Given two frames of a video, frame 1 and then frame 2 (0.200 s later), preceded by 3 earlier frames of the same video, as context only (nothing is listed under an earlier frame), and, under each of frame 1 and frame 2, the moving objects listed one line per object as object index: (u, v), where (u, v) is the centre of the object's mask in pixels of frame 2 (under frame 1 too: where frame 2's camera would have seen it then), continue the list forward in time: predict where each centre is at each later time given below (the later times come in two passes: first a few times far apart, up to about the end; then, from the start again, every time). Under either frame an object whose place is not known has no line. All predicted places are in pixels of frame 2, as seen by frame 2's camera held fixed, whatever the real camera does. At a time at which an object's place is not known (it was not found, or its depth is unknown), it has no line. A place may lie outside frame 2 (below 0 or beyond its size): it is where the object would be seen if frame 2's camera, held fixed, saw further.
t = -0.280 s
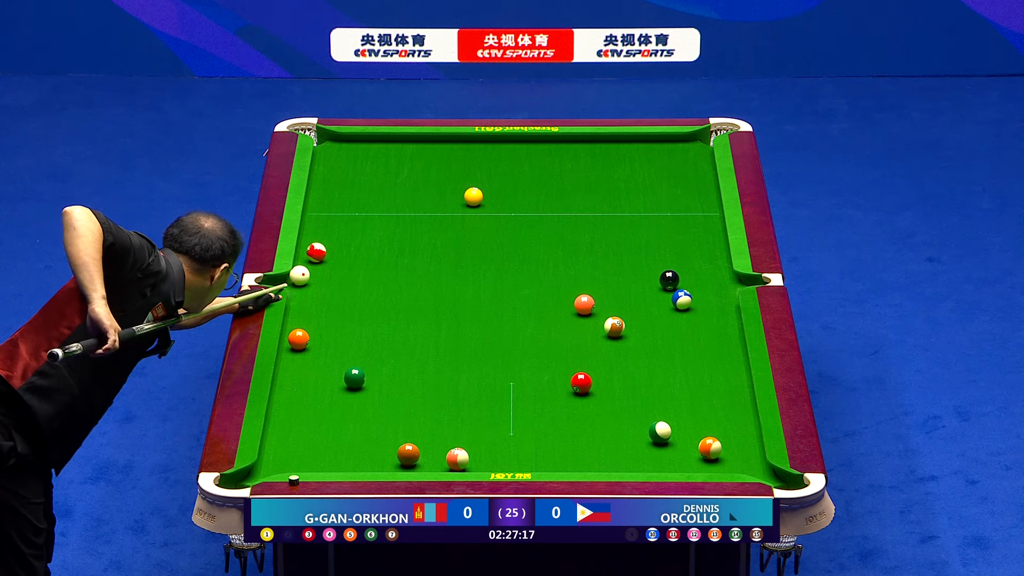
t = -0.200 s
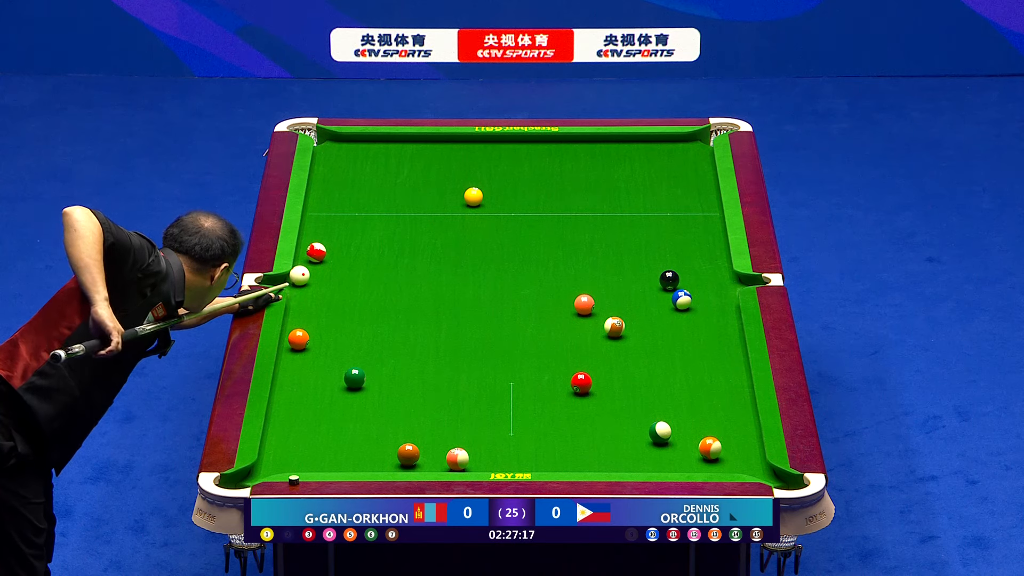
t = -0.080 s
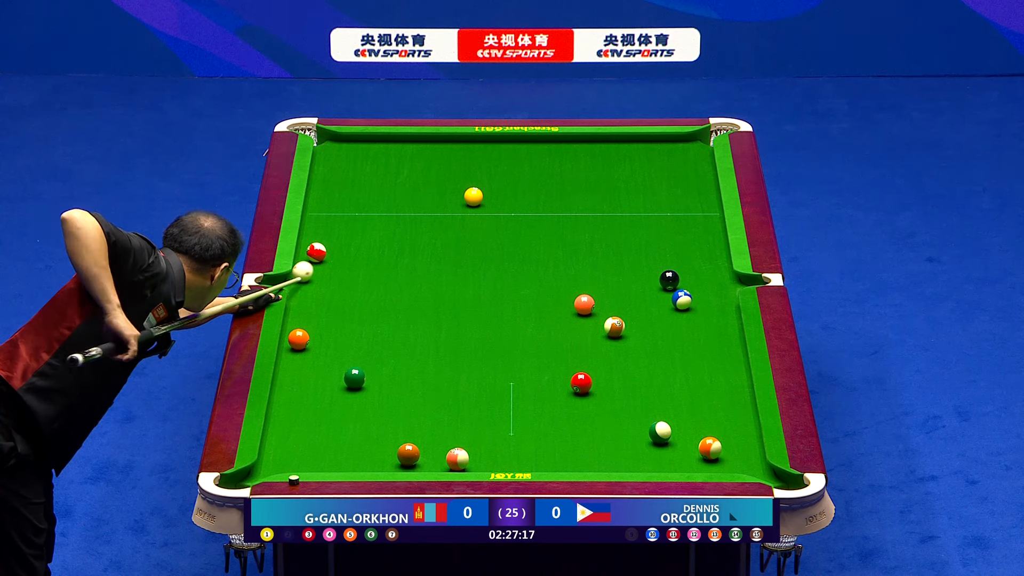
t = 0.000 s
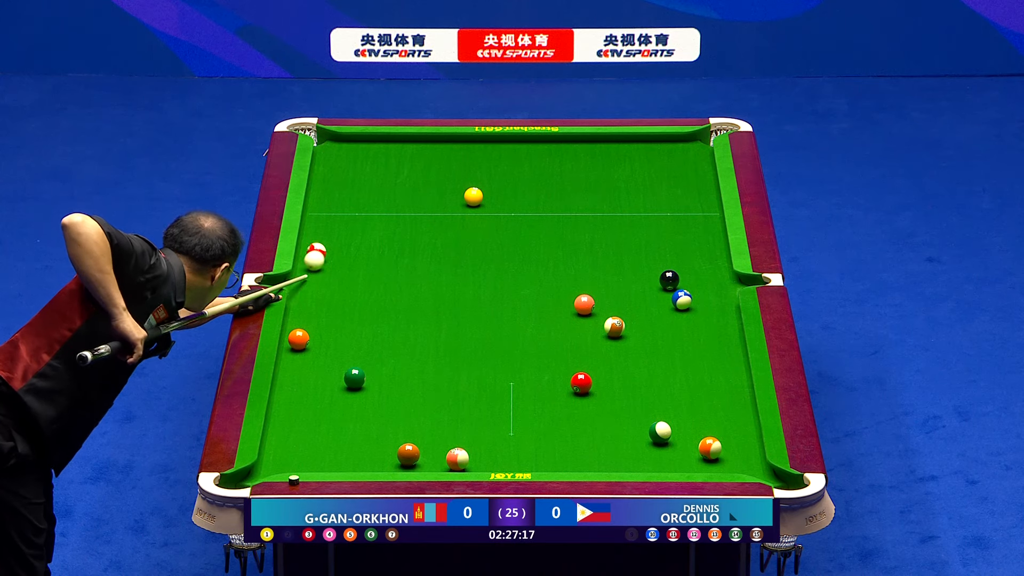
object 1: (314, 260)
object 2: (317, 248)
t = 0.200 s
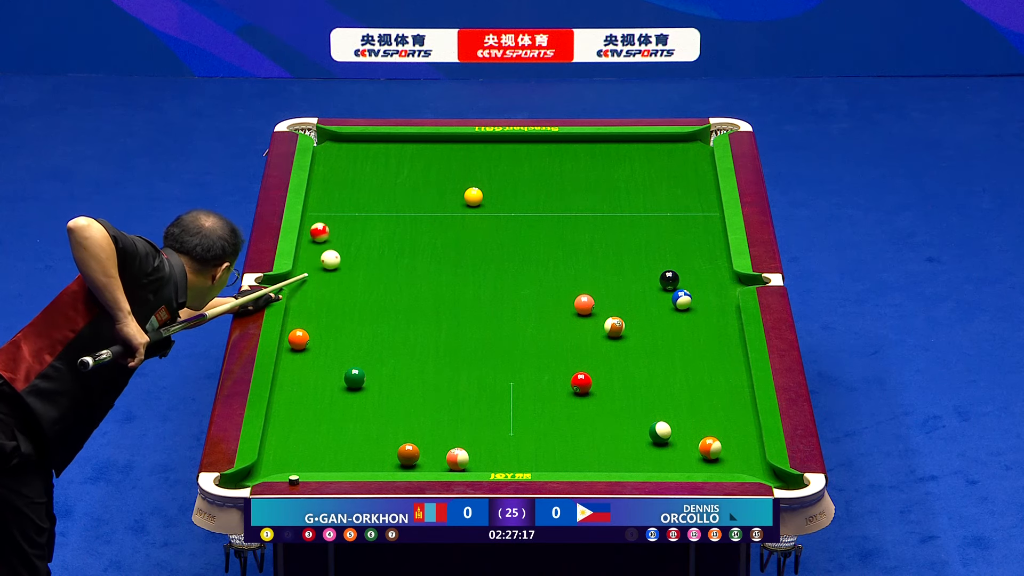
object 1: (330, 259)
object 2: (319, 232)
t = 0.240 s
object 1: (333, 259)
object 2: (320, 229)
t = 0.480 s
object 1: (349, 259)
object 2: (324, 208)
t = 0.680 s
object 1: (360, 260)
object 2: (326, 191)
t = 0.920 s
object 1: (372, 260)
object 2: (330, 173)
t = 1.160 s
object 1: (383, 260)
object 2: (333, 155)
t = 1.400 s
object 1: (391, 261)
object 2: (337, 139)
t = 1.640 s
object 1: (398, 261)
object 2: (323, 146)
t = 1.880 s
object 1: (403, 262)
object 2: (327, 153)
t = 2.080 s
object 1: (406, 262)
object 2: (332, 159)
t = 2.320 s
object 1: (409, 262)
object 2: (336, 165)
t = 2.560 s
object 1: (409, 262)
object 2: (341, 171)
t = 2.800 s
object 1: (409, 262)
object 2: (346, 176)
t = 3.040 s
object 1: (409, 262)
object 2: (350, 181)
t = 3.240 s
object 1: (409, 262)
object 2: (353, 184)
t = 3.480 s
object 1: (409, 262)
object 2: (357, 188)
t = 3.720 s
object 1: (409, 262)
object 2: (360, 192)
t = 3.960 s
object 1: (409, 262)
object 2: (362, 195)
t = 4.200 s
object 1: (409, 262)
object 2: (364, 197)
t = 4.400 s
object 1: (409, 262)
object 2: (365, 199)
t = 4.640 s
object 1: (409, 262)
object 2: (367, 201)
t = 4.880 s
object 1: (409, 262)
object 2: (368, 202)
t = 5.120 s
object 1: (409, 262)
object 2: (369, 203)
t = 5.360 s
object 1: (409, 262)
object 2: (369, 203)
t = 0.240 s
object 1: (333, 259)
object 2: (320, 229)
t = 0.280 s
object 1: (336, 259)
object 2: (321, 225)
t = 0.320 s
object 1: (338, 259)
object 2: (321, 221)
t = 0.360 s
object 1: (341, 259)
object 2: (322, 218)
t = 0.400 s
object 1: (343, 260)
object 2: (322, 215)
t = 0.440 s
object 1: (346, 260)
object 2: (323, 211)
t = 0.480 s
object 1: (349, 259)
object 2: (324, 208)
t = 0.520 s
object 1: (351, 260)
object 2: (325, 204)
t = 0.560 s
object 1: (353, 260)
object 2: (325, 201)
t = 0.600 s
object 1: (356, 260)
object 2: (326, 198)
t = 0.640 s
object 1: (358, 260)
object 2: (326, 194)
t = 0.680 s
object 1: (360, 260)
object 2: (326, 191)
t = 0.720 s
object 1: (362, 260)
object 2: (327, 188)
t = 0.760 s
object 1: (364, 260)
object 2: (328, 185)
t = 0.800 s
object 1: (366, 260)
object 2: (328, 182)
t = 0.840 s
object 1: (368, 260)
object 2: (329, 179)
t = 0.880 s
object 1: (370, 260)
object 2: (329, 176)
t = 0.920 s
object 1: (372, 260)
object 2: (330, 173)
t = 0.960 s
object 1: (374, 260)
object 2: (331, 170)
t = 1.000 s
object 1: (376, 260)
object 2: (331, 167)
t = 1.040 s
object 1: (378, 260)
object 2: (332, 164)
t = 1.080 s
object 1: (379, 260)
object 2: (333, 161)
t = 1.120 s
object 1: (381, 260)
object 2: (333, 158)
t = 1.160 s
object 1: (383, 260)
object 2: (333, 155)
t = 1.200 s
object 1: (384, 260)
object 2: (334, 153)
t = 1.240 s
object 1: (386, 260)
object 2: (335, 150)
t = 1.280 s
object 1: (387, 260)
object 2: (335, 147)
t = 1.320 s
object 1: (389, 261)
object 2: (336, 144)
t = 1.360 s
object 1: (390, 261)
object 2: (336, 142)
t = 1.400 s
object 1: (391, 261)
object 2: (337, 139)
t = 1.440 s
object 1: (392, 261)
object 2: (336, 138)
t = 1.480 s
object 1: (394, 261)
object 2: (333, 140)
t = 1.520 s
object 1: (395, 261)
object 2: (331, 142)
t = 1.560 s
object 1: (396, 261)
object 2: (328, 143)
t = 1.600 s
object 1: (397, 261)
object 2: (326, 144)
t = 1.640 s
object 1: (398, 261)
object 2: (323, 146)
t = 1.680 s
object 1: (399, 261)
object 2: (323, 147)
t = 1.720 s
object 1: (400, 261)
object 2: (324, 148)
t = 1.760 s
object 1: (401, 262)
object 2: (325, 149)
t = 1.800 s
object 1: (402, 261)
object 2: (326, 150)
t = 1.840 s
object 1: (403, 262)
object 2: (327, 152)
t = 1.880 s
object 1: (403, 262)
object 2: (327, 153)
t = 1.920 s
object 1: (404, 262)
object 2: (329, 154)
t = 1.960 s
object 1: (405, 262)
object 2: (329, 155)
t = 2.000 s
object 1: (405, 262)
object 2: (330, 156)
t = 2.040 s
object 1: (406, 262)
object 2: (331, 157)
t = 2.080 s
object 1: (406, 262)
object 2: (332, 159)
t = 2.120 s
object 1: (407, 262)
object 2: (332, 159)
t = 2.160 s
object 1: (407, 262)
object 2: (333, 160)
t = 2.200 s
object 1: (408, 262)
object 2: (334, 161)
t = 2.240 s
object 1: (408, 262)
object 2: (335, 162)
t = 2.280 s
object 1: (408, 262)
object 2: (335, 164)
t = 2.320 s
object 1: (409, 262)
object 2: (336, 165)
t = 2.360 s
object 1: (409, 262)
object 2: (337, 166)
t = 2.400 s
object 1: (409, 262)
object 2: (338, 167)
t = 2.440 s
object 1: (409, 262)
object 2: (339, 168)
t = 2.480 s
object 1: (409, 262)
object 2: (340, 169)
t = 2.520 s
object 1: (409, 262)
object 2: (341, 169)
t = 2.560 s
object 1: (409, 262)
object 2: (341, 171)
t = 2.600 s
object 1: (409, 262)
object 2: (342, 171)
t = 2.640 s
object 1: (409, 262)
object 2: (343, 172)
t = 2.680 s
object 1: (409, 262)
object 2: (344, 173)
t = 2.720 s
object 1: (409, 262)
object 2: (344, 174)
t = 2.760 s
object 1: (409, 262)
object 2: (345, 175)
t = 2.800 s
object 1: (409, 262)
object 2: (346, 176)
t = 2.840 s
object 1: (409, 262)
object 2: (346, 176)
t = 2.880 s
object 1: (409, 262)
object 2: (347, 177)
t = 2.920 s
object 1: (409, 262)
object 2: (348, 178)
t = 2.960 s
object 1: (409, 262)
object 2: (348, 179)
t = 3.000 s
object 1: (409, 262)
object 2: (349, 180)
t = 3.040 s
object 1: (409, 262)
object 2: (350, 181)
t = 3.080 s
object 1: (409, 262)
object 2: (350, 181)
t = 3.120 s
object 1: (409, 262)
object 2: (351, 182)
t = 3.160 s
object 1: (409, 262)
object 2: (352, 183)
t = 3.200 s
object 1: (409, 262)
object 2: (352, 183)
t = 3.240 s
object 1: (409, 262)
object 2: (353, 184)
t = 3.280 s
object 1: (409, 262)
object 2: (354, 185)
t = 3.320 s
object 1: (409, 262)
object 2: (354, 186)
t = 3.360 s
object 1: (409, 262)
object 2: (355, 186)
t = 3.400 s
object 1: (409, 262)
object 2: (356, 187)
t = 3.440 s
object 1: (409, 262)
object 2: (356, 188)
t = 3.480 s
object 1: (409, 262)
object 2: (357, 188)
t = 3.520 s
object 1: (409, 262)
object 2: (357, 189)
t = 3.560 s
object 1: (409, 262)
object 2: (358, 189)
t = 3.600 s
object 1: (409, 262)
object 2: (358, 190)
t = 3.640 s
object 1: (409, 262)
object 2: (359, 190)
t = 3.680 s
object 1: (409, 262)
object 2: (359, 191)
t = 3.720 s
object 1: (409, 262)
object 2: (360, 192)
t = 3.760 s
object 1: (409, 262)
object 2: (360, 192)
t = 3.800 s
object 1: (409, 262)
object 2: (360, 193)
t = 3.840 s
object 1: (409, 262)
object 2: (361, 193)
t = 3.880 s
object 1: (409, 262)
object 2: (361, 194)
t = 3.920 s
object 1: (409, 262)
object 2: (362, 194)
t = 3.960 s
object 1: (409, 262)
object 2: (362, 195)
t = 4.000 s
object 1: (409, 262)
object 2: (362, 195)
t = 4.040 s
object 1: (409, 262)
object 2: (363, 196)
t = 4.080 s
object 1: (409, 262)
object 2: (363, 196)
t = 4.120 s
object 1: (409, 262)
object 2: (363, 197)
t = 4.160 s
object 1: (409, 262)
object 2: (364, 197)
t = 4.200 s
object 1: (409, 262)
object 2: (364, 197)
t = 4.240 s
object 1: (409, 262)
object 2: (364, 198)
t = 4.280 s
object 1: (409, 262)
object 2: (365, 198)
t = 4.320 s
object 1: (409, 262)
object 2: (365, 198)
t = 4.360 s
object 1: (409, 262)
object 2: (365, 199)
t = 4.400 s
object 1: (409, 262)
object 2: (365, 199)
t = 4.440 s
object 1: (409, 262)
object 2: (366, 199)
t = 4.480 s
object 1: (409, 262)
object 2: (366, 200)
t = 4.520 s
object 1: (409, 262)
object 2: (366, 200)
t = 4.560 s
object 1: (409, 262)
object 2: (366, 200)
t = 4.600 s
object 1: (409, 262)
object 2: (367, 201)
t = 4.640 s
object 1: (409, 262)
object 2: (367, 201)
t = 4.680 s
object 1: (409, 262)
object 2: (367, 201)
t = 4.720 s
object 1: (409, 262)
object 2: (367, 201)
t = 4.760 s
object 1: (409, 262)
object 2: (367, 202)
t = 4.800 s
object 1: (409, 262)
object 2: (368, 202)
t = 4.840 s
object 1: (409, 262)
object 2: (368, 202)
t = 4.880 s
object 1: (409, 262)
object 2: (368, 202)
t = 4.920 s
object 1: (409, 262)
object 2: (368, 202)
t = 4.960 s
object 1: (409, 262)
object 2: (368, 202)
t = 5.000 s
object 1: (409, 262)
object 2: (369, 202)
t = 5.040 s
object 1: (409, 262)
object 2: (369, 203)
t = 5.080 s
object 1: (409, 262)
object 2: (369, 203)
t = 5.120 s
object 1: (409, 262)
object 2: (369, 203)
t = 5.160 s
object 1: (409, 262)
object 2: (369, 203)
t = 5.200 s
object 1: (409, 262)
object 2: (369, 203)
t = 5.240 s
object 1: (409, 261)
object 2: (369, 203)
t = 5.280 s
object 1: (409, 262)
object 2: (369, 203)
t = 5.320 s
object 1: (409, 262)
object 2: (369, 203)
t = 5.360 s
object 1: (409, 262)
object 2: (369, 203)
